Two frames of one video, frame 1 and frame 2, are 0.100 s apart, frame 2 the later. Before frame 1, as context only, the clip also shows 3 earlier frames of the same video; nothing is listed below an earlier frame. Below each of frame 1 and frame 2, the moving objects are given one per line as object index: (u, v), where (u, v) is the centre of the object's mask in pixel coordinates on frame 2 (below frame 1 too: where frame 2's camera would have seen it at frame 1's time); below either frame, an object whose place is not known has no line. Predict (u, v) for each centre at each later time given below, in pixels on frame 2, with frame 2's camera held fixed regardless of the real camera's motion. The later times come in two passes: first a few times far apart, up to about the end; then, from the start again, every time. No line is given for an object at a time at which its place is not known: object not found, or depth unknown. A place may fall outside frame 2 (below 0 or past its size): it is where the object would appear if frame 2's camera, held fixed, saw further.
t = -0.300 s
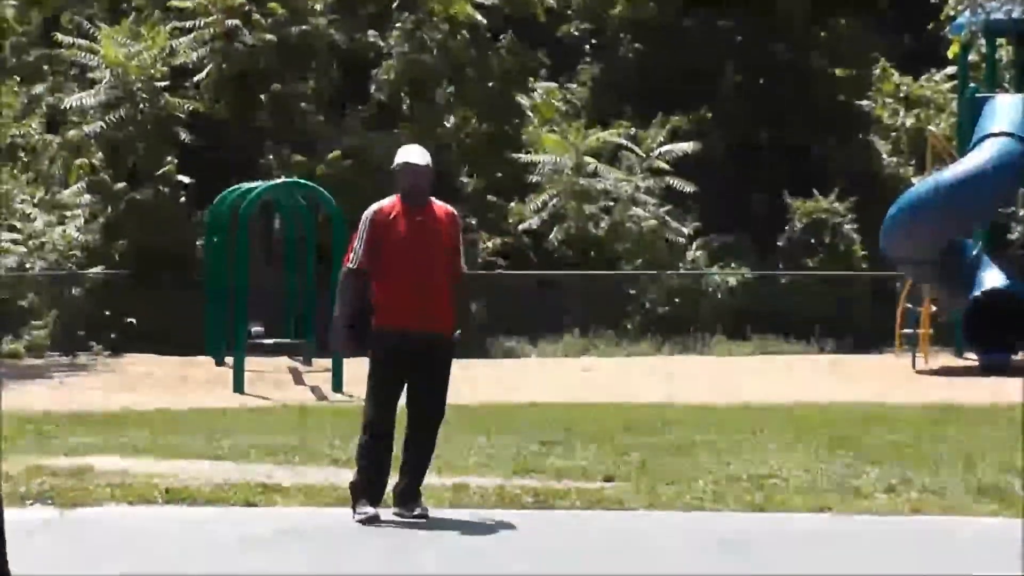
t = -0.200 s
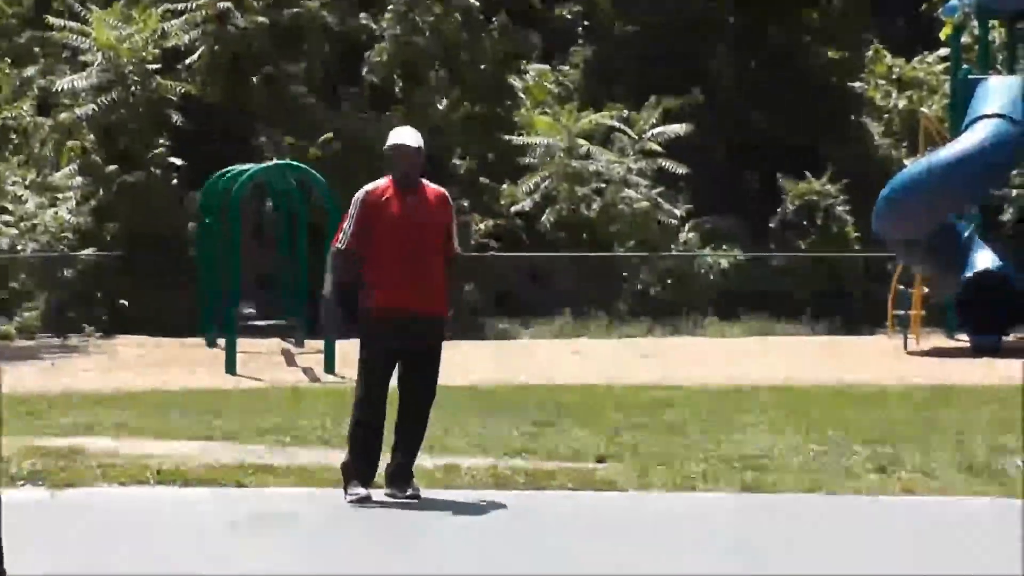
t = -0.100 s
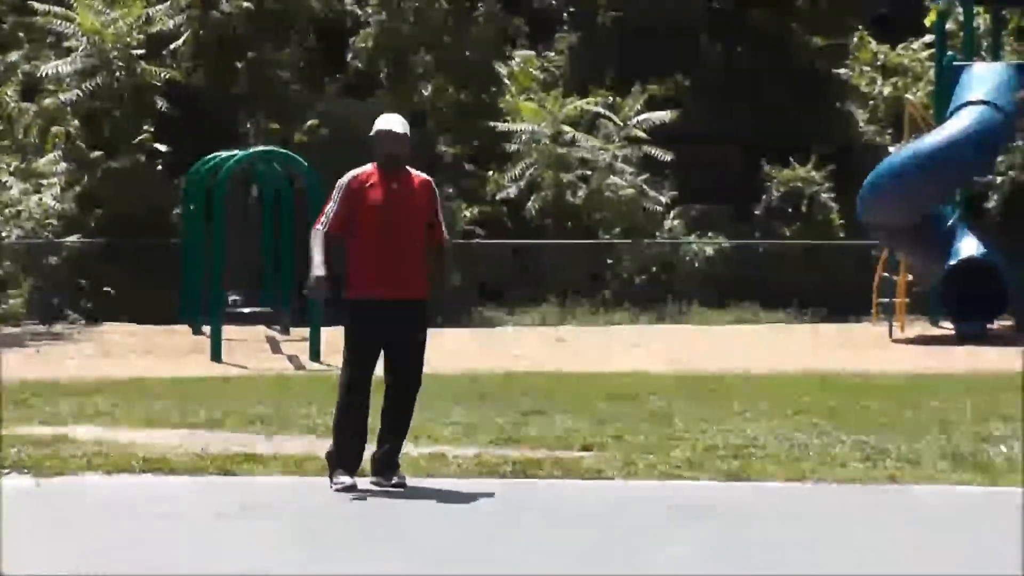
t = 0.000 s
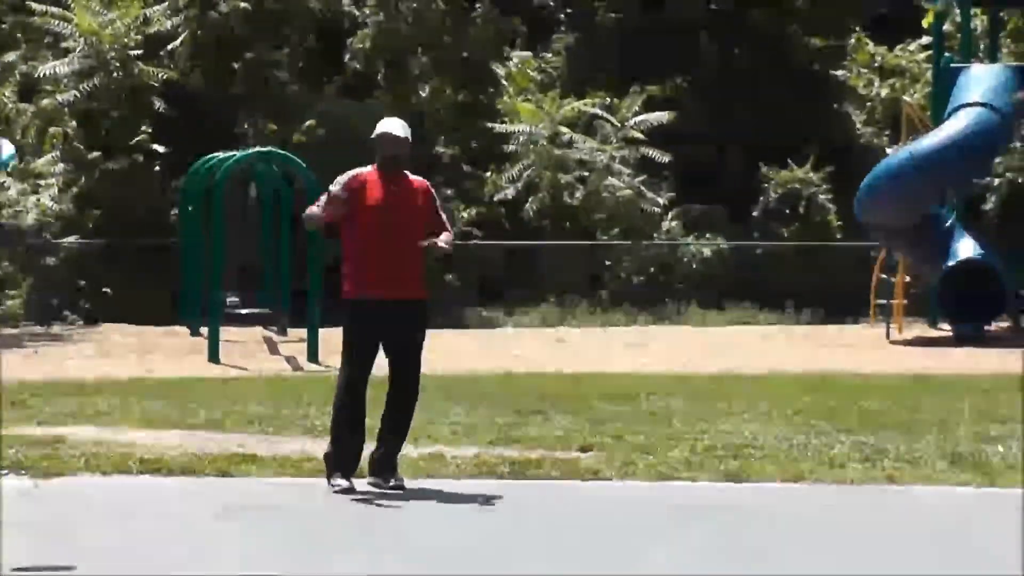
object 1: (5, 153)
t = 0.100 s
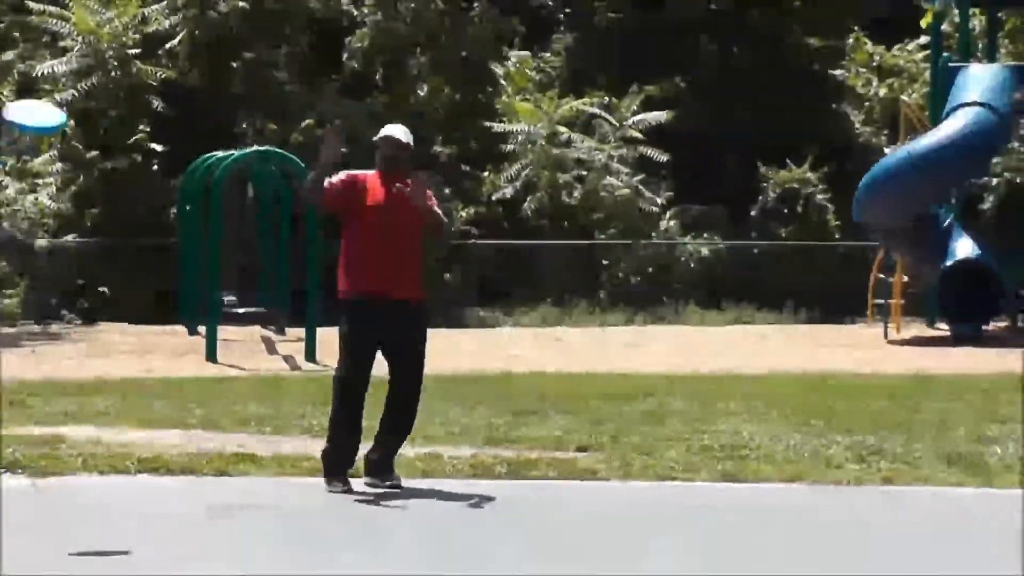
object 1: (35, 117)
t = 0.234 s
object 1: (101, 93)
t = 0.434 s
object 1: (192, 91)
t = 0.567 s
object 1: (244, 107)
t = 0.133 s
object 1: (52, 109)
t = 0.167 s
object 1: (70, 103)
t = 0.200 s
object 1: (86, 98)
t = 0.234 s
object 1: (101, 93)
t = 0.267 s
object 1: (118, 91)
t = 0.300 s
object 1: (134, 88)
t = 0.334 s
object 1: (149, 88)
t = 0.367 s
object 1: (162, 87)
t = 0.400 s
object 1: (177, 88)
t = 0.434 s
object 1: (192, 91)
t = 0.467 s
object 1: (205, 94)
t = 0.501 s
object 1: (219, 97)
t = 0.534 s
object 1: (232, 102)
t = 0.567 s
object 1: (244, 107)
